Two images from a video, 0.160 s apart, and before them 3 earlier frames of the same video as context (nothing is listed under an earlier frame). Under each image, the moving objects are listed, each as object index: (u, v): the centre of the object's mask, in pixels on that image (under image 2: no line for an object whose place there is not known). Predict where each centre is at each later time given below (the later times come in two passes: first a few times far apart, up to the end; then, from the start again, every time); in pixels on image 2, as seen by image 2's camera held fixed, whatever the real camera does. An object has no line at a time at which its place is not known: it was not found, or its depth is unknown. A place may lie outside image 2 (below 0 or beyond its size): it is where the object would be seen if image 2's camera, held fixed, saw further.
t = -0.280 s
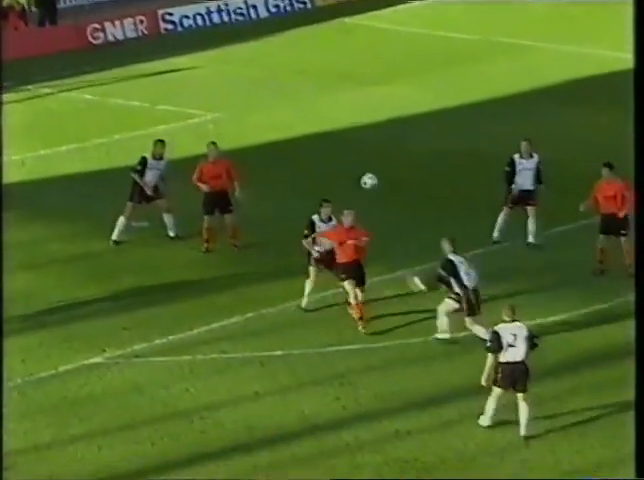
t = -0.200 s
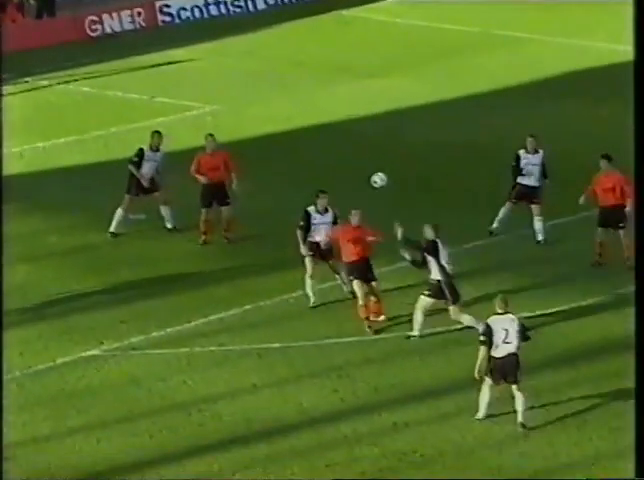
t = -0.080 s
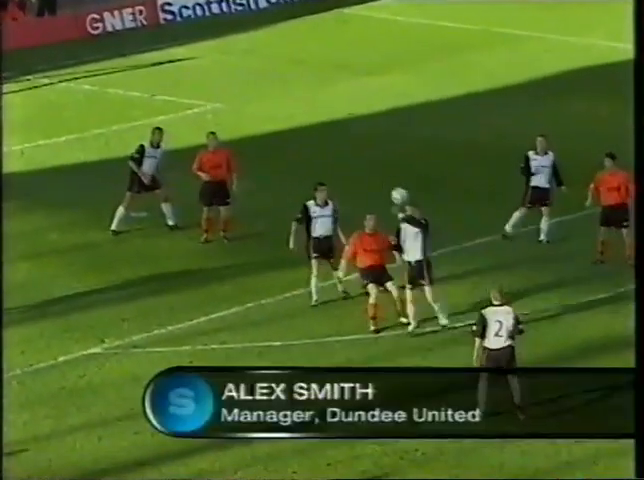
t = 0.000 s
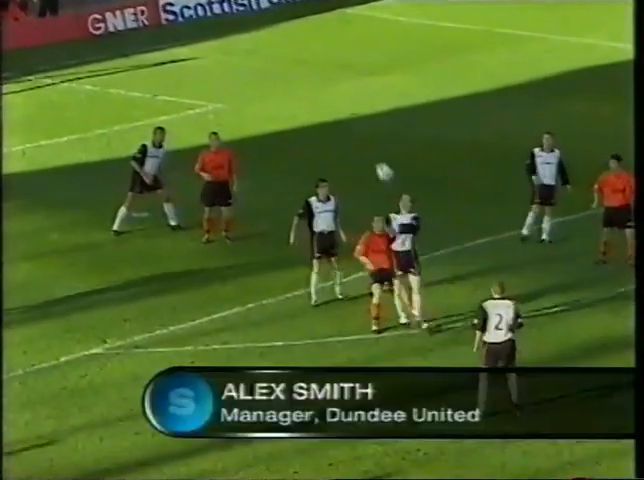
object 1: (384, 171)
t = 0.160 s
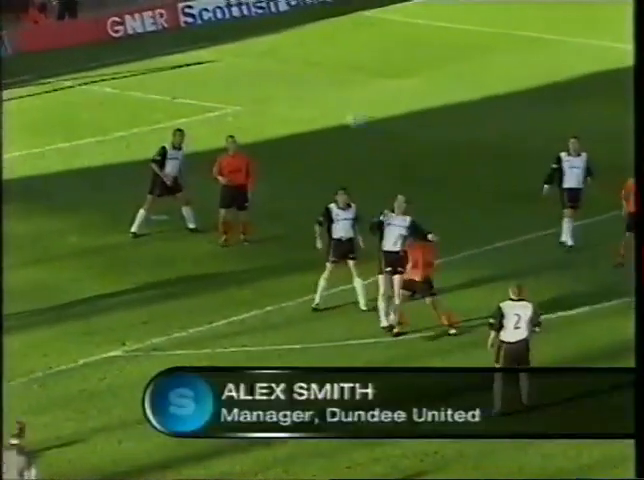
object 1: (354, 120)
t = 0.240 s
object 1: (331, 101)
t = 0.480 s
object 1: (260, 65)
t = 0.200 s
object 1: (342, 109)
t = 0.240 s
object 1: (331, 101)
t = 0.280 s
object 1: (318, 92)
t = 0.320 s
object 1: (306, 83)
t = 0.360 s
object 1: (294, 77)
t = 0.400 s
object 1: (283, 72)
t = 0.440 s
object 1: (270, 67)
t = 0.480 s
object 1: (260, 65)
